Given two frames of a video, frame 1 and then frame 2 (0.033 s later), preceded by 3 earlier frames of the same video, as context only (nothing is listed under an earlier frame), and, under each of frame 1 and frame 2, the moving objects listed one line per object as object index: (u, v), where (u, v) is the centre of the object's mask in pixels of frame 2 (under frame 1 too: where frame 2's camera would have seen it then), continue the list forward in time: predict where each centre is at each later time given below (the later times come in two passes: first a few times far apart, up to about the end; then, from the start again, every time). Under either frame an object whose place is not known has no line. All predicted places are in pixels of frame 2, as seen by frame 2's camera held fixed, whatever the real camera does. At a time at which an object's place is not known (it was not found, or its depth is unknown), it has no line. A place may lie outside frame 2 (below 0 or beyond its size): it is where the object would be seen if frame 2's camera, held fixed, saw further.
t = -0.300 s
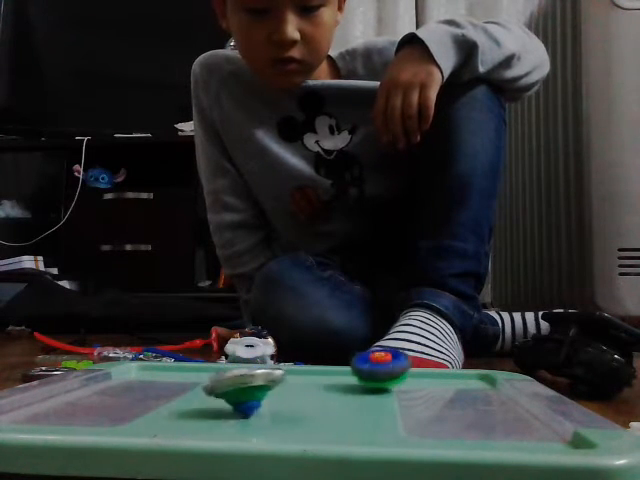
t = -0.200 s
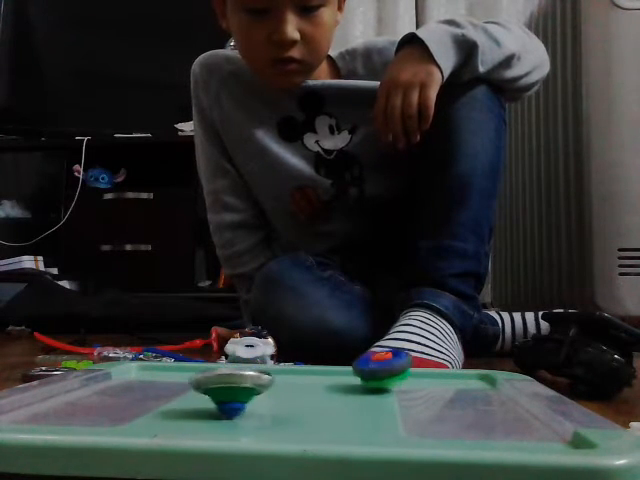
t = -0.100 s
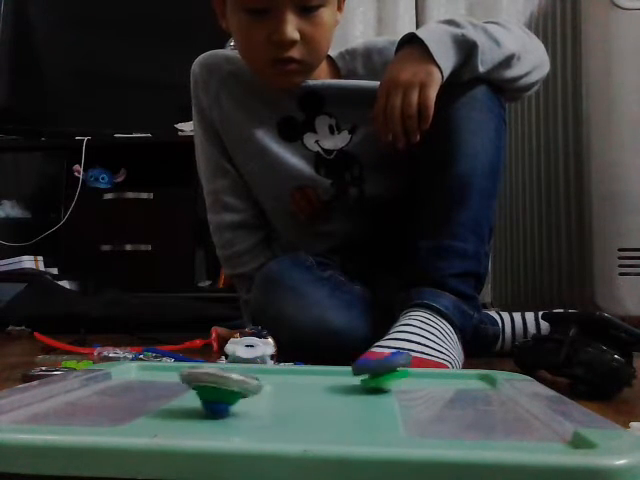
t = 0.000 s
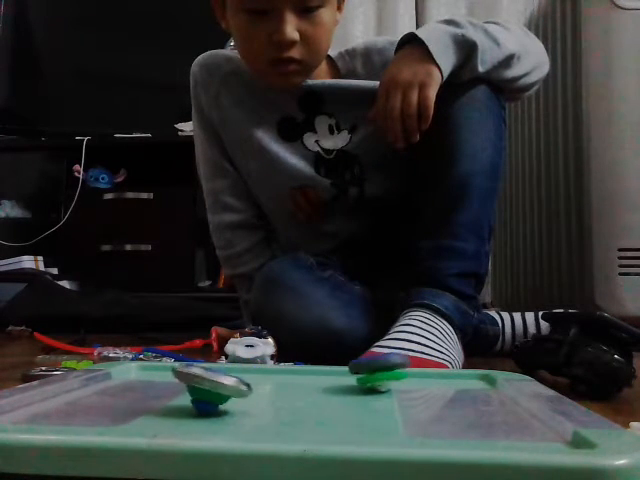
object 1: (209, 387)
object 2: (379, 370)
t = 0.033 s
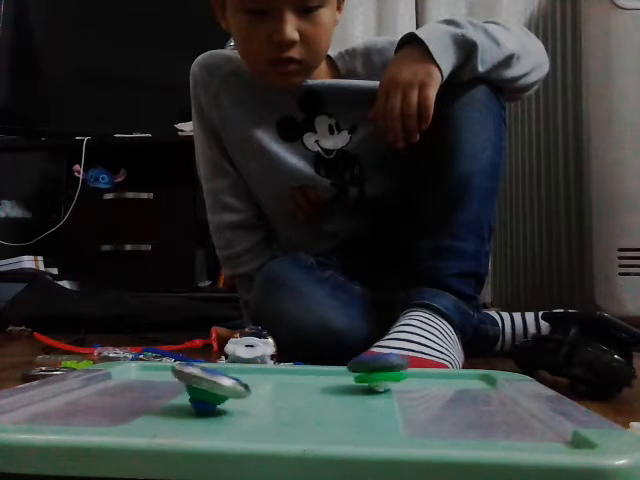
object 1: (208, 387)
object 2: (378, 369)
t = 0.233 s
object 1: (212, 382)
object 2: (369, 370)
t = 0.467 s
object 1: (239, 379)
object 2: (370, 368)
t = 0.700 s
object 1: (264, 384)
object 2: (373, 368)
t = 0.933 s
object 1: (264, 388)
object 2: (365, 369)
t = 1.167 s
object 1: (239, 389)
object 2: (359, 367)
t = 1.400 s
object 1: (220, 387)
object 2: (360, 366)
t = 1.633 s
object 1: (236, 382)
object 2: (357, 368)
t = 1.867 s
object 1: (264, 382)
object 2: (348, 367)
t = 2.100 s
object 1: (282, 387)
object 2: (347, 366)
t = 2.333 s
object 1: (270, 389)
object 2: (348, 367)
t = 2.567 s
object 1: (245, 389)
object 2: (340, 367)
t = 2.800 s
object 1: (242, 385)
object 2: (336, 365)
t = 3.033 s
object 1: (267, 381)
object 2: (337, 366)
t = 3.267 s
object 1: (292, 384)
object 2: (337, 365)
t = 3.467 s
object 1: (297, 389)
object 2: (327, 362)
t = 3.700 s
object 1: (277, 390)
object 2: (326, 363)
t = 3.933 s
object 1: (258, 388)
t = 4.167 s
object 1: (268, 383)
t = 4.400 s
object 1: (295, 381)
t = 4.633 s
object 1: (312, 386)
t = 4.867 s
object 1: (305, 388)
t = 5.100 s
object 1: (281, 389)
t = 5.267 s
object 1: (277, 386)
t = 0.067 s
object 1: (207, 386)
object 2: (377, 370)
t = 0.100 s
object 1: (207, 385)
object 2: (375, 370)
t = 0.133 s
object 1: (207, 384)
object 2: (374, 370)
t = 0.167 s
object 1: (208, 383)
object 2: (373, 370)
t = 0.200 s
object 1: (210, 382)
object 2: (371, 370)
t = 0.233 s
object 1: (212, 382)
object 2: (369, 370)
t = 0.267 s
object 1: (216, 381)
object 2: (369, 369)
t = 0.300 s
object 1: (219, 380)
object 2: (369, 368)
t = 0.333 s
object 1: (223, 380)
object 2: (368, 368)
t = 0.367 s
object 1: (227, 379)
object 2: (368, 368)
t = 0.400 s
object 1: (231, 379)
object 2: (368, 368)
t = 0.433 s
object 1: (235, 379)
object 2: (369, 368)
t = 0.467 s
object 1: (239, 379)
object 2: (370, 368)
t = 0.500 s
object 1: (243, 380)
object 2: (370, 367)
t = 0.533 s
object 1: (247, 381)
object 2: (371, 367)
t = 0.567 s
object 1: (252, 381)
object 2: (372, 368)
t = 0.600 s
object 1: (255, 382)
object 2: (372, 368)
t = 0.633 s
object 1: (259, 382)
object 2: (373, 368)
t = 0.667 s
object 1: (262, 383)
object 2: (373, 368)
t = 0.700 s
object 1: (264, 384)
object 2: (373, 368)
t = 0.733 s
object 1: (266, 385)
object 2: (372, 369)
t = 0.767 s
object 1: (268, 386)
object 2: (371, 369)
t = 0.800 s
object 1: (268, 387)
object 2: (370, 369)
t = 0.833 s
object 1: (269, 387)
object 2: (369, 369)
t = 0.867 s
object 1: (268, 388)
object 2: (368, 369)
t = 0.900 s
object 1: (267, 388)
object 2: (366, 369)
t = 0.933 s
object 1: (264, 388)
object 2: (365, 369)
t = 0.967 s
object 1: (262, 388)
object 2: (364, 368)
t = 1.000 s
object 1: (259, 388)
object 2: (362, 369)
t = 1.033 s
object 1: (256, 388)
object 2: (360, 369)
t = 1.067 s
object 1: (251, 388)
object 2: (360, 368)
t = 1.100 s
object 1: (247, 389)
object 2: (359, 368)
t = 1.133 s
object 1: (243, 389)
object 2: (358, 368)
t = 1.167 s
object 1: (239, 389)
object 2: (359, 367)
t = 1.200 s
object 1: (235, 389)
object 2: (359, 367)
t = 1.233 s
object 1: (231, 389)
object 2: (359, 367)
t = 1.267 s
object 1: (228, 388)
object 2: (360, 367)
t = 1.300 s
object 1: (226, 389)
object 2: (360, 367)
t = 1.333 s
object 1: (222, 388)
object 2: (359, 366)
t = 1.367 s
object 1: (221, 388)
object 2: (360, 366)
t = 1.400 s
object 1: (220, 387)
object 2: (360, 366)
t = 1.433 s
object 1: (221, 386)
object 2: (361, 367)
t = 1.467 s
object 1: (221, 385)
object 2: (361, 367)
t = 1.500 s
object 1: (224, 384)
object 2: (360, 367)
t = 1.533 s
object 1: (226, 384)
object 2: (360, 368)
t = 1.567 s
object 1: (229, 383)
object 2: (360, 368)
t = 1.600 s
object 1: (232, 382)
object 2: (358, 368)
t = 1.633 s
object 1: (236, 382)
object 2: (357, 368)
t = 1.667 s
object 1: (240, 381)
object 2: (356, 368)
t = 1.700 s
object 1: (244, 381)
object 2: (355, 368)
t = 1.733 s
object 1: (248, 381)
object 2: (353, 368)
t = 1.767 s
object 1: (252, 381)
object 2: (352, 368)
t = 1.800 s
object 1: (256, 381)
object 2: (350, 368)
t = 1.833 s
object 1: (260, 381)
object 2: (349, 368)
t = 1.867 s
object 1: (264, 382)
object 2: (348, 367)
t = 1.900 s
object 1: (268, 382)
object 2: (347, 367)
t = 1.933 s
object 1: (272, 383)
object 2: (347, 366)
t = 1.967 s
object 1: (274, 384)
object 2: (346, 366)
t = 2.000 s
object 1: (277, 385)
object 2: (346, 366)
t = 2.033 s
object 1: (279, 386)
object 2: (347, 366)
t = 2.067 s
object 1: (281, 387)
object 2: (347, 366)
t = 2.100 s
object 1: (282, 387)
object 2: (347, 366)
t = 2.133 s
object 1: (282, 389)
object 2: (348, 365)
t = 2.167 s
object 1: (281, 389)
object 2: (348, 366)
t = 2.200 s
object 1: (280, 389)
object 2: (348, 366)
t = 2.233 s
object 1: (278, 389)
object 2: (349, 366)
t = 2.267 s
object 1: (276, 389)
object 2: (349, 366)
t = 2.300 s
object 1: (274, 388)
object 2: (349, 367)
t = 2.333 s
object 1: (270, 389)
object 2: (348, 367)
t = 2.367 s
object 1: (266, 388)
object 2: (348, 367)
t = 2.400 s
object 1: (261, 389)
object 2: (347, 367)
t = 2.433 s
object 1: (257, 390)
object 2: (346, 367)
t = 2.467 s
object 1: (254, 390)
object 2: (344, 367)
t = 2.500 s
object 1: (250, 389)
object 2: (343, 367)
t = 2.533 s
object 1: (246, 390)
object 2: (342, 367)
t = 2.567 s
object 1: (245, 389)
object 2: (340, 367)
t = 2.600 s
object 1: (242, 389)
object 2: (339, 367)
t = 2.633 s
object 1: (240, 389)
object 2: (337, 367)
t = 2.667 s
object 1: (239, 388)
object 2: (336, 367)
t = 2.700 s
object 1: (239, 387)
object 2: (336, 367)
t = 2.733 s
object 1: (239, 386)
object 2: (336, 366)
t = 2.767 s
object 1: (241, 385)
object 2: (335, 366)
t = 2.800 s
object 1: (242, 385)
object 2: (336, 365)
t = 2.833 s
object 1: (245, 384)
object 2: (335, 365)
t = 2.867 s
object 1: (247, 383)
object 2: (336, 365)
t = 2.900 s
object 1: (250, 383)
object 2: (336, 365)
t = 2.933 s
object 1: (254, 383)
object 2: (337, 365)
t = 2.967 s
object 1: (258, 382)
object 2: (337, 365)
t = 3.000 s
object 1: (262, 382)
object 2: (337, 365)
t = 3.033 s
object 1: (267, 381)
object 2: (337, 366)
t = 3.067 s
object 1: (271, 382)
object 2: (337, 366)
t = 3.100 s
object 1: (275, 382)
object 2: (337, 366)
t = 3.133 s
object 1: (279, 382)
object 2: (337, 366)
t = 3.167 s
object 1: (283, 382)
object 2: (338, 366)
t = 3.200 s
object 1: (286, 383)
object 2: (338, 366)
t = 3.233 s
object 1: (289, 383)
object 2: (338, 366)
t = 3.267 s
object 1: (292, 384)
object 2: (337, 365)
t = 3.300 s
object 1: (295, 385)
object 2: (336, 365)
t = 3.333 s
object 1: (296, 386)
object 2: (334, 362)
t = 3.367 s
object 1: (297, 387)
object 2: (332, 363)
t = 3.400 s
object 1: (299, 388)
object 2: (330, 362)
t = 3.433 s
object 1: (299, 388)
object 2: (329, 362)
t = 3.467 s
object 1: (297, 389)
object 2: (327, 362)
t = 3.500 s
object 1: (296, 389)
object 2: (327, 362)
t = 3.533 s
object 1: (294, 390)
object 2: (327, 362)
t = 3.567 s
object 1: (291, 390)
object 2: (327, 362)
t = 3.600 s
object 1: (288, 391)
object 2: (327, 362)
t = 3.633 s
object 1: (284, 391)
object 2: (327, 362)
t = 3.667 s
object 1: (281, 391)
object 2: (326, 363)
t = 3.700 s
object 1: (277, 390)
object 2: (326, 363)
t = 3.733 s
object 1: (273, 390)
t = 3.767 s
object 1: (269, 390)
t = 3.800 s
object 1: (266, 390)
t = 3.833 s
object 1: (263, 390)
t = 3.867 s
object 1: (261, 389)
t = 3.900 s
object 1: (259, 389)
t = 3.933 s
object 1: (258, 388)
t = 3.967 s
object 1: (257, 388)
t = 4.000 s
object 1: (257, 387)
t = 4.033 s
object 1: (258, 386)
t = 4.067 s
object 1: (260, 385)
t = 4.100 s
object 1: (262, 384)
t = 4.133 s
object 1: (265, 384)
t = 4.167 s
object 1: (268, 383)
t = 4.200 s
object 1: (271, 383)
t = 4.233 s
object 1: (275, 382)
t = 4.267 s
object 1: (279, 382)
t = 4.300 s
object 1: (282, 382)
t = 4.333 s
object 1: (287, 381)
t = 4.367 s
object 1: (292, 381)
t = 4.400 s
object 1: (295, 381)
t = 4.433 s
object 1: (298, 381)
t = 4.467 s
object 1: (301, 382)
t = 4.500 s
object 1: (305, 382)
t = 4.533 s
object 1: (307, 383)
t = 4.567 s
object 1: (309, 383)
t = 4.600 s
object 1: (311, 384)
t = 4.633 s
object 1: (312, 386)
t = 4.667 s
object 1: (313, 387)
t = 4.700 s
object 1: (313, 388)
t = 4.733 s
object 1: (313, 388)
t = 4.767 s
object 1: (311, 388)
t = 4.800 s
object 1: (310, 388)
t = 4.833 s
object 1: (308, 388)
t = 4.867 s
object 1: (305, 388)
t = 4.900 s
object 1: (302, 389)
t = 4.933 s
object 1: (298, 389)
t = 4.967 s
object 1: (295, 389)
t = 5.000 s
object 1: (291, 389)
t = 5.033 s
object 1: (287, 389)
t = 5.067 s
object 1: (284, 389)
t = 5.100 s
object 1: (281, 389)
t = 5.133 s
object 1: (279, 389)
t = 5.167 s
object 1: (278, 389)
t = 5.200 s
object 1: (277, 388)
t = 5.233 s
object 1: (277, 387)
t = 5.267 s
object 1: (277, 386)
